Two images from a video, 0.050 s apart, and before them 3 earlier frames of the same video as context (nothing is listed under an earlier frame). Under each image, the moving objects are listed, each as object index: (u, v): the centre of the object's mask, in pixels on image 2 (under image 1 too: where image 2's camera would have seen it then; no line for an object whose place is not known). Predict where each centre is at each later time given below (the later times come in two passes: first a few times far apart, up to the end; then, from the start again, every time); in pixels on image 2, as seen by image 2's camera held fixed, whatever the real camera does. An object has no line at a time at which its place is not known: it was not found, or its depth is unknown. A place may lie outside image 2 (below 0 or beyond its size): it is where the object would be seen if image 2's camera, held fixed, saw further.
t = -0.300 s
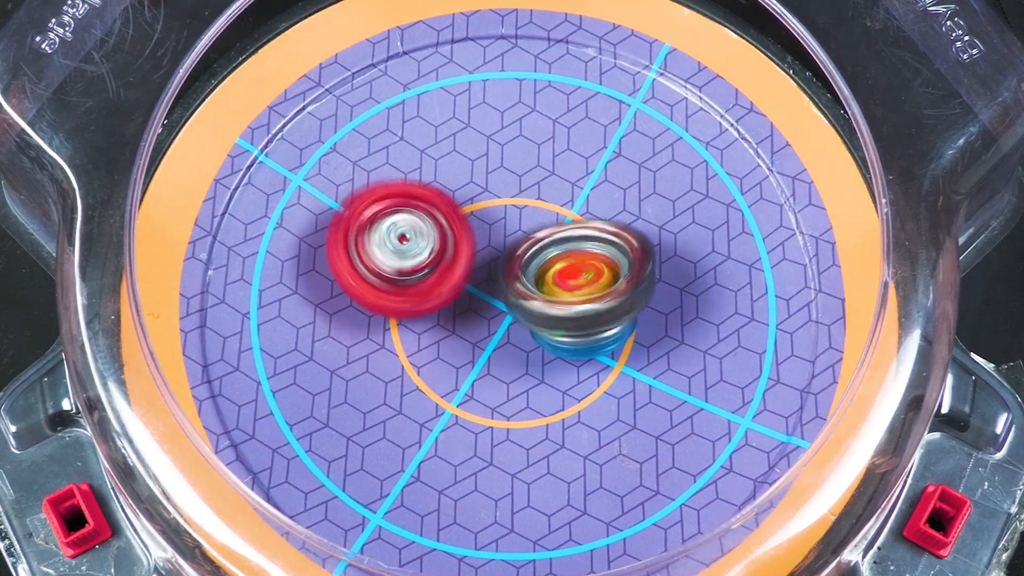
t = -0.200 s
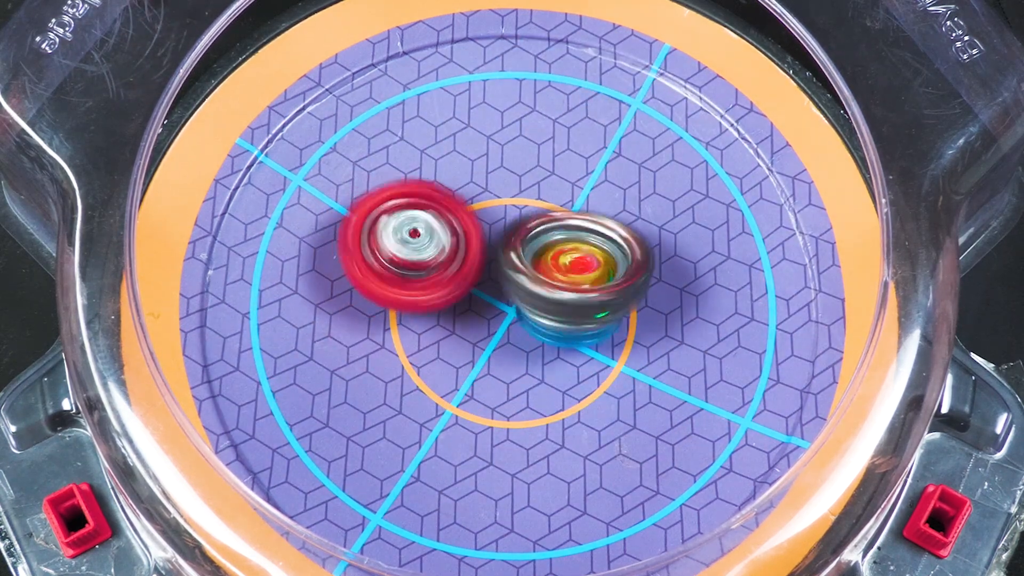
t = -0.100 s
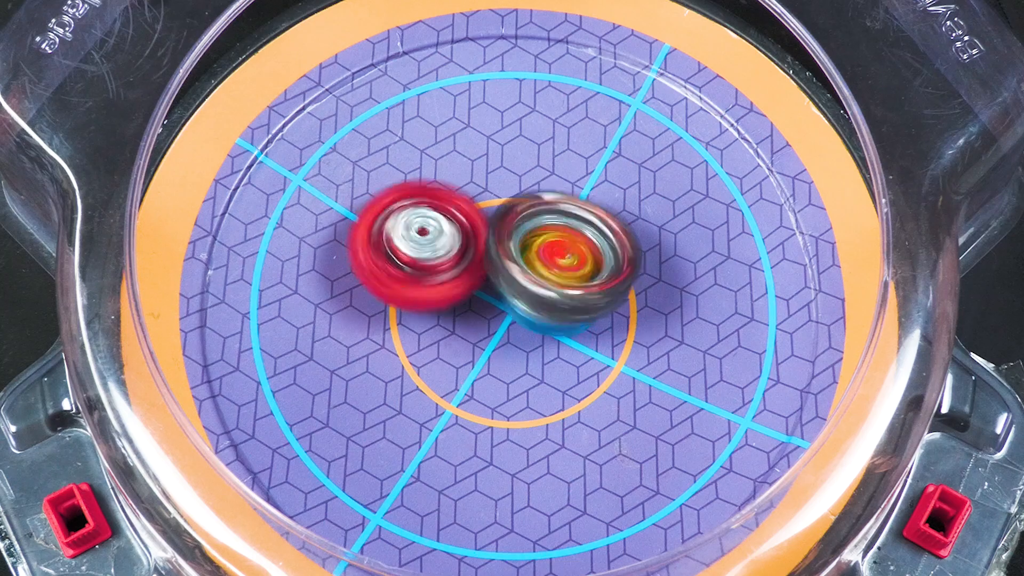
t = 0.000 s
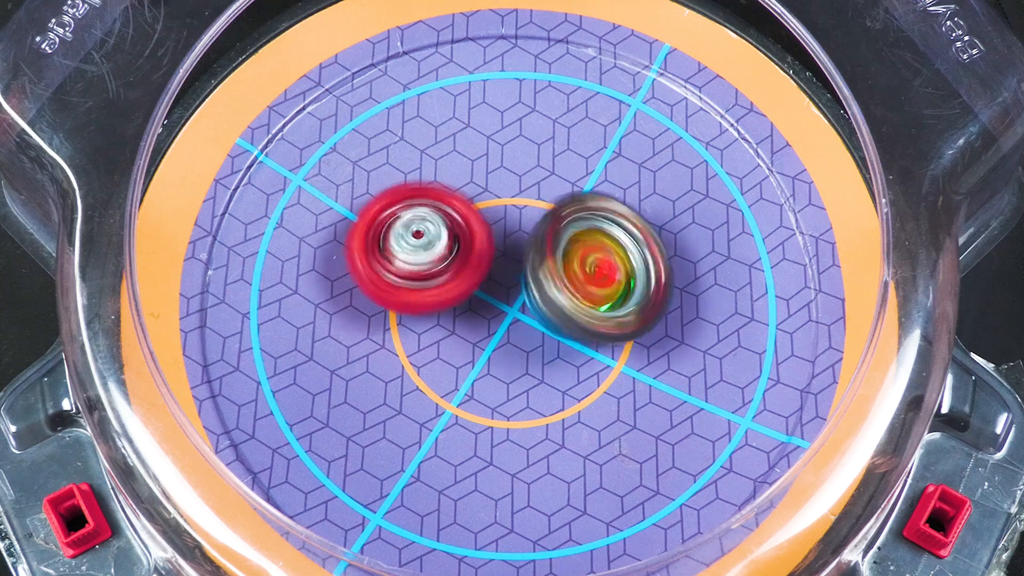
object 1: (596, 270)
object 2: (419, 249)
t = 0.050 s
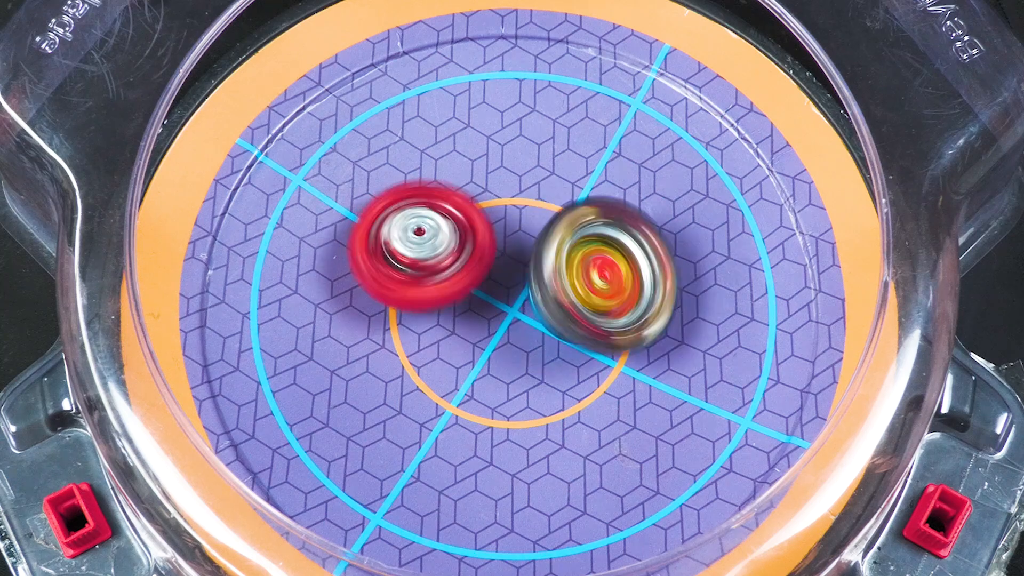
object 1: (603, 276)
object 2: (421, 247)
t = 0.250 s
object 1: (587, 306)
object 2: (438, 237)
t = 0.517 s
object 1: (618, 402)
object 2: (406, 158)
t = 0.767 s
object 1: (681, 422)
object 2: (435, 162)
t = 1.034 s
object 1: (520, 309)
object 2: (481, 177)
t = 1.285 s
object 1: (492, 357)
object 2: (458, 124)
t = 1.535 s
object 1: (503, 375)
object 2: (493, 242)
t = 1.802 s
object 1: (515, 447)
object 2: (496, 250)
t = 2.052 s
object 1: (500, 392)
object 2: (490, 258)
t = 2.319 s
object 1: (531, 397)
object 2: (493, 265)
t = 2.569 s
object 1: (531, 365)
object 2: (486, 236)
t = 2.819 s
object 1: (560, 375)
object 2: (503, 235)
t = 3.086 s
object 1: (519, 389)
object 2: (510, 225)
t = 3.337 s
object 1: (533, 370)
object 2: (492, 229)
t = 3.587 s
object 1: (523, 368)
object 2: (502, 239)
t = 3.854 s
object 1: (521, 363)
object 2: (489, 245)
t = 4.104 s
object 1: (518, 360)
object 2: (472, 248)
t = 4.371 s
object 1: (519, 360)
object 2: (491, 242)
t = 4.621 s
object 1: (519, 360)
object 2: (495, 241)
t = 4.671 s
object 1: (519, 360)
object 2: (495, 241)
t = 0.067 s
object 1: (604, 279)
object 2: (422, 247)
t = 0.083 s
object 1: (604, 280)
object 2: (424, 246)
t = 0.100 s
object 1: (605, 283)
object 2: (426, 245)
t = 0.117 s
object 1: (604, 285)
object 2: (427, 245)
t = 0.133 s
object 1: (603, 287)
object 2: (429, 244)
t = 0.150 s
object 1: (603, 291)
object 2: (431, 243)
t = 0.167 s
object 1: (601, 295)
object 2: (432, 241)
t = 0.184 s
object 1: (598, 295)
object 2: (432, 240)
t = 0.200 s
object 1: (598, 299)
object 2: (434, 240)
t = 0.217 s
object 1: (594, 304)
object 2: (435, 239)
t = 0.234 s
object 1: (589, 306)
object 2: (437, 238)
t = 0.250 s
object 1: (587, 306)
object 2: (438, 237)
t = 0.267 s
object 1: (584, 310)
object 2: (438, 236)
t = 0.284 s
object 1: (577, 315)
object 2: (440, 235)
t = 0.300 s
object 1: (573, 316)
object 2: (441, 234)
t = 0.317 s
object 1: (567, 318)
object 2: (442, 233)
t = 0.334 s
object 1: (561, 320)
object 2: (443, 232)
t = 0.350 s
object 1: (555, 320)
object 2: (443, 231)
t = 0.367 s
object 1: (551, 320)
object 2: (443, 230)
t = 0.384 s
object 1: (545, 323)
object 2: (444, 228)
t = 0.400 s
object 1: (546, 330)
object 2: (441, 224)
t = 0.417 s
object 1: (553, 345)
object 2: (431, 214)
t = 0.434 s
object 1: (561, 355)
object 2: (425, 203)
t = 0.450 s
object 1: (574, 366)
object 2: (418, 191)
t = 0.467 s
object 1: (583, 377)
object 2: (413, 183)
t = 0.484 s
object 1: (594, 384)
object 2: (410, 173)
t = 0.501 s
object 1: (608, 393)
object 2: (408, 164)
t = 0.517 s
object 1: (618, 402)
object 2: (406, 158)
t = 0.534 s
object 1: (630, 409)
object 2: (407, 151)
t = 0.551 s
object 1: (641, 411)
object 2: (408, 145)
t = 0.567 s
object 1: (651, 415)
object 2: (409, 141)
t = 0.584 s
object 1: (662, 419)
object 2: (410, 138)
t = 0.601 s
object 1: (670, 422)
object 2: (413, 136)
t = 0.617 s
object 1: (675, 426)
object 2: (415, 135)
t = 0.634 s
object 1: (679, 428)
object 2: (417, 135)
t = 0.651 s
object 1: (681, 429)
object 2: (419, 136)
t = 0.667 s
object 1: (684, 429)
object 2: (420, 138)
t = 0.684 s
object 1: (687, 428)
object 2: (421, 141)
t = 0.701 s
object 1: (688, 427)
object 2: (423, 146)
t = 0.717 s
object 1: (686, 428)
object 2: (425, 149)
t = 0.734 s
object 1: (685, 425)
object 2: (429, 153)
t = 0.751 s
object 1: (684, 423)
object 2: (431, 158)
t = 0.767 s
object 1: (681, 422)
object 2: (435, 162)
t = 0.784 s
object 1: (676, 417)
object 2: (440, 168)
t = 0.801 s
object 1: (668, 412)
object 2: (446, 173)
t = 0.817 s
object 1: (658, 409)
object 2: (453, 177)
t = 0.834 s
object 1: (645, 403)
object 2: (459, 181)
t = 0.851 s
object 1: (634, 399)
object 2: (464, 186)
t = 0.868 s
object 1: (622, 392)
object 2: (470, 190)
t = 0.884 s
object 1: (611, 383)
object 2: (476, 193)
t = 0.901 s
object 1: (599, 372)
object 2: (481, 196)
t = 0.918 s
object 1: (583, 358)
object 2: (486, 200)
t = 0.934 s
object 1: (568, 342)
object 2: (489, 203)
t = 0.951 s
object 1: (555, 328)
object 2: (491, 205)
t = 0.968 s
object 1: (546, 320)
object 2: (491, 203)
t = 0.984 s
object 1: (540, 316)
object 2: (490, 198)
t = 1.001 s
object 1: (528, 308)
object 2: (488, 190)
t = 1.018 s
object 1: (517, 302)
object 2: (484, 184)
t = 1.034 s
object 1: (520, 309)
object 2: (481, 177)
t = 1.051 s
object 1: (521, 319)
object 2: (477, 164)
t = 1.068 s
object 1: (517, 327)
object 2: (472, 152)
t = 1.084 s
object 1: (514, 334)
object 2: (468, 141)
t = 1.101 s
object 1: (514, 339)
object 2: (463, 131)
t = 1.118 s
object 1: (516, 343)
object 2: (459, 122)
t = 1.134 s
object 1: (518, 347)
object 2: (455, 115)
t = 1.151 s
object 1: (519, 351)
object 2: (452, 110)
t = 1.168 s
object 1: (518, 357)
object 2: (449, 107)
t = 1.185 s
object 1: (513, 362)
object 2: (448, 106)
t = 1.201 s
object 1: (507, 364)
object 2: (448, 105)
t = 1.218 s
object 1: (504, 366)
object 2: (448, 106)
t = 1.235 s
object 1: (500, 365)
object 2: (449, 108)
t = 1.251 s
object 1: (496, 363)
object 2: (451, 112)
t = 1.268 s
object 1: (492, 360)
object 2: (454, 117)
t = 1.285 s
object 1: (492, 357)
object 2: (458, 124)
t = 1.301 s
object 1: (492, 354)
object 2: (462, 131)
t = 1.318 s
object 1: (494, 351)
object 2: (467, 140)
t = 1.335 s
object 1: (498, 348)
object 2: (471, 150)
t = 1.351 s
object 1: (501, 345)
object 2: (475, 162)
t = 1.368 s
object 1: (503, 341)
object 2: (479, 175)
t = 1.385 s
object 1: (505, 337)
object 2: (484, 189)
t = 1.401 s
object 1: (505, 333)
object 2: (488, 200)
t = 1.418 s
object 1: (505, 332)
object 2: (490, 209)
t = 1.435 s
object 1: (509, 344)
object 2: (490, 215)
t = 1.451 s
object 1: (509, 356)
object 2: (492, 220)
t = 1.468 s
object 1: (508, 370)
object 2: (493, 225)
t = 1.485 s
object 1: (502, 379)
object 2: (493, 230)
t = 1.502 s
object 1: (499, 378)
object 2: (493, 235)
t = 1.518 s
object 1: (500, 376)
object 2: (493, 239)
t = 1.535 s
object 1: (503, 375)
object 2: (493, 242)
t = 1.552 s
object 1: (507, 374)
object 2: (493, 245)
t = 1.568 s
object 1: (511, 374)
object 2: (493, 250)
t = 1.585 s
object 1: (513, 377)
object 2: (492, 254)
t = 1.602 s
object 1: (512, 384)
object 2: (490, 259)
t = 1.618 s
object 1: (510, 390)
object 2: (491, 263)
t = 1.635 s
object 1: (512, 397)
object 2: (493, 266)
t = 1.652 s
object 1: (514, 405)
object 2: (495, 266)
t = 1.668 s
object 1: (516, 415)
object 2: (497, 265)
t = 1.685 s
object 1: (519, 426)
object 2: (498, 263)
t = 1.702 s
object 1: (520, 433)
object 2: (498, 260)
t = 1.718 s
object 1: (522, 439)
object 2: (498, 257)
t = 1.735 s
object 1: (522, 445)
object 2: (498, 255)
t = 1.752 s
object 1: (521, 449)
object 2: (498, 253)
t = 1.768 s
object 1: (519, 450)
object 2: (497, 251)
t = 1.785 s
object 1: (517, 450)
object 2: (496, 250)
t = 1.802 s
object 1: (515, 447)
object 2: (496, 250)
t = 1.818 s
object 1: (514, 446)
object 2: (496, 250)
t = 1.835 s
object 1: (511, 446)
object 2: (494, 251)
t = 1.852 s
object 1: (510, 444)
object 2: (494, 252)
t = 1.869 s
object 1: (506, 440)
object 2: (494, 254)
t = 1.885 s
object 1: (504, 435)
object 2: (494, 256)
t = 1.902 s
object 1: (501, 428)
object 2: (495, 258)
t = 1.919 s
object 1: (499, 423)
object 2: (497, 260)
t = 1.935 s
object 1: (498, 418)
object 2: (498, 263)
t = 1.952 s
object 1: (499, 411)
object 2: (499, 265)
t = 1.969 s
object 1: (499, 405)
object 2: (498, 266)
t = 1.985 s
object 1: (497, 397)
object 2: (497, 268)
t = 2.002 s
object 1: (497, 391)
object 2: (497, 266)
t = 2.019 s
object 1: (498, 389)
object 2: (496, 262)
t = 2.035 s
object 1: (498, 389)
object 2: (492, 259)
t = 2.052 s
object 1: (500, 392)
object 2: (490, 258)
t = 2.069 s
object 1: (501, 395)
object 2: (489, 258)
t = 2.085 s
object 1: (502, 395)
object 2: (487, 257)
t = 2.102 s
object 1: (502, 391)
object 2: (485, 257)
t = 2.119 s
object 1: (505, 388)
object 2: (483, 257)
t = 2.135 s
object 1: (505, 384)
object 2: (482, 256)
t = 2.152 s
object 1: (506, 382)
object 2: (482, 256)
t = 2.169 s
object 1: (509, 381)
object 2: (481, 258)
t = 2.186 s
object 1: (513, 381)
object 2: (482, 258)
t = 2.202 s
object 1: (517, 383)
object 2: (482, 258)
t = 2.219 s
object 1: (519, 384)
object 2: (482, 257)
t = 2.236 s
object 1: (520, 388)
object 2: (483, 258)
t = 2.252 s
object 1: (521, 391)
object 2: (484, 259)
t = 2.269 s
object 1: (523, 392)
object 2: (486, 260)
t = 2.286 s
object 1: (525, 394)
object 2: (487, 262)
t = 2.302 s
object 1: (528, 395)
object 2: (490, 265)
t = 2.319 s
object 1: (531, 397)
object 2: (493, 265)
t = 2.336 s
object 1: (533, 398)
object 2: (495, 264)
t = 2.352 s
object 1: (534, 397)
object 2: (498, 263)
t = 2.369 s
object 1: (535, 396)
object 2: (500, 260)
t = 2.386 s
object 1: (536, 395)
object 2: (501, 257)
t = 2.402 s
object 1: (537, 392)
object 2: (502, 255)
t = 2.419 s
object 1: (538, 390)
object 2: (502, 254)
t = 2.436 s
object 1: (540, 387)
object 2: (503, 253)
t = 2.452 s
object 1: (541, 384)
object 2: (503, 252)
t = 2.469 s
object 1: (541, 380)
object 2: (502, 250)
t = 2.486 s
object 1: (540, 378)
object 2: (501, 246)
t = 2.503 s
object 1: (538, 377)
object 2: (500, 243)
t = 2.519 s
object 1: (536, 375)
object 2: (497, 239)
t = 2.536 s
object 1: (534, 373)
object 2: (493, 237)
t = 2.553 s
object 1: (533, 370)
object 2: (489, 236)
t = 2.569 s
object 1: (531, 365)
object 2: (486, 236)
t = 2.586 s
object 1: (531, 362)
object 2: (484, 236)
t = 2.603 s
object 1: (532, 360)
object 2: (481, 237)
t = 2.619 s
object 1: (535, 363)
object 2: (478, 237)
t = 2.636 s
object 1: (537, 366)
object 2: (478, 238)
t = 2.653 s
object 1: (540, 370)
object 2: (479, 237)
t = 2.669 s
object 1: (543, 372)
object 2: (480, 235)
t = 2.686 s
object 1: (546, 373)
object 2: (482, 234)
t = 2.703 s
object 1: (549, 374)
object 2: (484, 234)
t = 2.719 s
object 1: (550, 375)
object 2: (487, 234)
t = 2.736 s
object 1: (551, 375)
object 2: (490, 236)
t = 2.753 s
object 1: (553, 374)
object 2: (494, 237)
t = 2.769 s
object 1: (555, 375)
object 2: (497, 237)
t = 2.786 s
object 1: (557, 375)
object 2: (500, 237)
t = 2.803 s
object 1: (559, 375)
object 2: (502, 236)
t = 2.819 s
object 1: (560, 375)
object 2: (503, 235)
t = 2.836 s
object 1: (562, 377)
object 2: (502, 236)
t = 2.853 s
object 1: (562, 377)
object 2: (500, 238)
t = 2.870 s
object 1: (562, 378)
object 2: (499, 240)
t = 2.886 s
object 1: (559, 380)
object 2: (498, 242)
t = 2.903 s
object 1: (552, 382)
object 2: (496, 244)
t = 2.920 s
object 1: (543, 382)
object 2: (496, 246)
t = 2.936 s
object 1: (535, 383)
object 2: (497, 247)
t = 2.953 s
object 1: (525, 380)
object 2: (499, 247)
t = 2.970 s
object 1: (518, 376)
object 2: (502, 246)
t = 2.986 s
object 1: (513, 371)
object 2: (506, 244)
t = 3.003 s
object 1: (511, 375)
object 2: (508, 242)
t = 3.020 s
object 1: (510, 381)
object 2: (510, 239)
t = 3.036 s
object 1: (511, 385)
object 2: (510, 235)
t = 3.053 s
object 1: (513, 388)
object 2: (511, 230)
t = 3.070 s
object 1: (516, 389)
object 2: (511, 227)
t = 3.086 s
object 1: (519, 389)
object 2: (510, 225)
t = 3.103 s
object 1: (521, 388)
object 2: (509, 224)
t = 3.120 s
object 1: (523, 387)
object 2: (508, 225)
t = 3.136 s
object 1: (525, 384)
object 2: (507, 226)
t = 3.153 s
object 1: (526, 381)
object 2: (506, 228)
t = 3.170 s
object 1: (529, 377)
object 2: (506, 231)
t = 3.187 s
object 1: (531, 374)
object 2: (506, 234)
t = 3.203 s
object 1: (533, 371)
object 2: (506, 237)
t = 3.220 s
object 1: (535, 370)
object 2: (504, 239)
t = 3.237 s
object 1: (536, 368)
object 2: (503, 240)
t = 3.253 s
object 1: (536, 368)
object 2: (500, 239)
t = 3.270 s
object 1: (536, 368)
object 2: (496, 237)
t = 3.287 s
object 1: (536, 369)
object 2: (493, 235)
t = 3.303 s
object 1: (535, 370)
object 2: (492, 232)
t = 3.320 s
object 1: (534, 371)
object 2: (492, 230)
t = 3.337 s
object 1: (533, 370)
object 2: (492, 229)
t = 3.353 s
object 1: (531, 370)
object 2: (493, 228)
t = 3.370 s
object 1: (528, 369)
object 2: (494, 227)
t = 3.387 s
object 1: (525, 368)
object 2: (495, 227)
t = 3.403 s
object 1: (522, 367)
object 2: (497, 226)
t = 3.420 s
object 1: (519, 366)
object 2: (498, 227)
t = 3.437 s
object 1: (516, 366)
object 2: (500, 227)
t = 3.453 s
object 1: (515, 365)
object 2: (500, 229)
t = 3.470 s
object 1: (515, 365)
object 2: (500, 230)
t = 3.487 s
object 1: (514, 365)
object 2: (500, 231)
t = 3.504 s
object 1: (515, 366)
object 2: (500, 232)
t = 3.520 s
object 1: (516, 366)
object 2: (499, 234)
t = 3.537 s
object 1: (518, 367)
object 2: (500, 236)
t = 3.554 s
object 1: (520, 368)
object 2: (500, 237)
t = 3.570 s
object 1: (522, 369)
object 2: (501, 239)
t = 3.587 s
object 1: (523, 368)
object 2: (502, 239)
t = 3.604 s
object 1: (525, 368)
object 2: (503, 239)
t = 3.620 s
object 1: (525, 368)
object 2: (503, 239)
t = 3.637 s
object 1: (525, 367)
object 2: (503, 238)
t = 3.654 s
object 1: (525, 367)
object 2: (502, 238)
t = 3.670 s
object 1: (524, 366)
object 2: (502, 237)
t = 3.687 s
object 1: (522, 366)
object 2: (501, 238)
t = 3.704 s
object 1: (522, 365)
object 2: (500, 237)
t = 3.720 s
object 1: (522, 365)
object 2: (499, 238)
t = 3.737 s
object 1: (522, 365)
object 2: (498, 238)
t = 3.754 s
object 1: (522, 365)
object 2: (497, 239)
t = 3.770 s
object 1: (523, 365)
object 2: (496, 240)
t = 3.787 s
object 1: (523, 365)
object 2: (495, 241)
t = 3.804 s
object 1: (522, 365)
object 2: (494, 242)
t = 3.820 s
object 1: (522, 364)
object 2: (493, 243)
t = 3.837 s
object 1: (521, 364)
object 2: (491, 244)
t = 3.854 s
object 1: (521, 363)
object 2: (489, 245)
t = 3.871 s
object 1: (520, 362)
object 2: (486, 246)
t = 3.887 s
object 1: (519, 361)
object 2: (484, 246)
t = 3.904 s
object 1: (518, 361)
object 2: (481, 246)
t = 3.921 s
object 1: (518, 360)
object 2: (479, 247)
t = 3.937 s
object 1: (518, 360)
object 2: (477, 248)
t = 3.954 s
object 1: (518, 360)
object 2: (475, 248)
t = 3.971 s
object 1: (519, 361)
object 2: (474, 248)
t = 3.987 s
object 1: (519, 361)
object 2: (472, 248)
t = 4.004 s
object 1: (520, 361)
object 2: (472, 249)
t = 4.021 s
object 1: (520, 361)
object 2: (471, 249)
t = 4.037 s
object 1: (519, 361)
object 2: (471, 249)
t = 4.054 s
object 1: (519, 361)
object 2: (470, 249)
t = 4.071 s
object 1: (519, 360)
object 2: (471, 249)
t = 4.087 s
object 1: (518, 360)
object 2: (471, 248)
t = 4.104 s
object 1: (518, 360)
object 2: (472, 248)
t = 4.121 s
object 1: (518, 360)
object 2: (473, 248)
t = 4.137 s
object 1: (519, 360)
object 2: (474, 248)
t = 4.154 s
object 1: (519, 361)
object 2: (476, 248)
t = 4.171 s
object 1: (519, 361)
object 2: (477, 247)
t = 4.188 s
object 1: (519, 360)
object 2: (478, 247)
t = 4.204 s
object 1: (518, 360)
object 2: (480, 246)
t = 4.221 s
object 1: (519, 360)
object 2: (481, 246)
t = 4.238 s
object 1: (519, 360)
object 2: (483, 245)
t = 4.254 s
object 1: (519, 360)
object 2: (484, 245)
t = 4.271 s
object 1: (519, 360)
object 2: (486, 244)
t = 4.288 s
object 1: (519, 360)
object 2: (487, 243)
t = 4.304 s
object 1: (519, 360)
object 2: (488, 243)
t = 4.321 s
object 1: (519, 361)
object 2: (489, 243)
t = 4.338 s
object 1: (519, 361)
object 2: (490, 242)
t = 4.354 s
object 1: (519, 361)
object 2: (490, 242)
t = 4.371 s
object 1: (519, 360)
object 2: (491, 242)
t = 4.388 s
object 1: (518, 360)
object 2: (492, 241)
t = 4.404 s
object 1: (519, 360)
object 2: (492, 241)
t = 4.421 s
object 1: (518, 360)
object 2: (492, 241)
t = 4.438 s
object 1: (519, 360)
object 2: (493, 241)
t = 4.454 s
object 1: (519, 360)
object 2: (493, 241)
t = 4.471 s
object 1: (519, 360)
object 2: (493, 241)
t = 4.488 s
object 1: (518, 360)
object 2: (493, 241)
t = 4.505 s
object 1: (518, 360)
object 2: (494, 241)
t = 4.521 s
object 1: (519, 360)
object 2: (494, 241)
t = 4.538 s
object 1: (519, 360)
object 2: (494, 241)
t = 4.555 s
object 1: (519, 360)
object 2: (494, 241)
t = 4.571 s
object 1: (518, 360)
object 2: (494, 241)
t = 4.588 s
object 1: (519, 360)
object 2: (495, 241)
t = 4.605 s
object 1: (519, 360)
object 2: (495, 241)
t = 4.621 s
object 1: (519, 360)
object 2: (495, 241)
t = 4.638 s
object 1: (519, 360)
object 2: (495, 241)
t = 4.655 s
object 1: (519, 360)
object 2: (495, 240)
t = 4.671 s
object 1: (519, 360)
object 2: (495, 241)
